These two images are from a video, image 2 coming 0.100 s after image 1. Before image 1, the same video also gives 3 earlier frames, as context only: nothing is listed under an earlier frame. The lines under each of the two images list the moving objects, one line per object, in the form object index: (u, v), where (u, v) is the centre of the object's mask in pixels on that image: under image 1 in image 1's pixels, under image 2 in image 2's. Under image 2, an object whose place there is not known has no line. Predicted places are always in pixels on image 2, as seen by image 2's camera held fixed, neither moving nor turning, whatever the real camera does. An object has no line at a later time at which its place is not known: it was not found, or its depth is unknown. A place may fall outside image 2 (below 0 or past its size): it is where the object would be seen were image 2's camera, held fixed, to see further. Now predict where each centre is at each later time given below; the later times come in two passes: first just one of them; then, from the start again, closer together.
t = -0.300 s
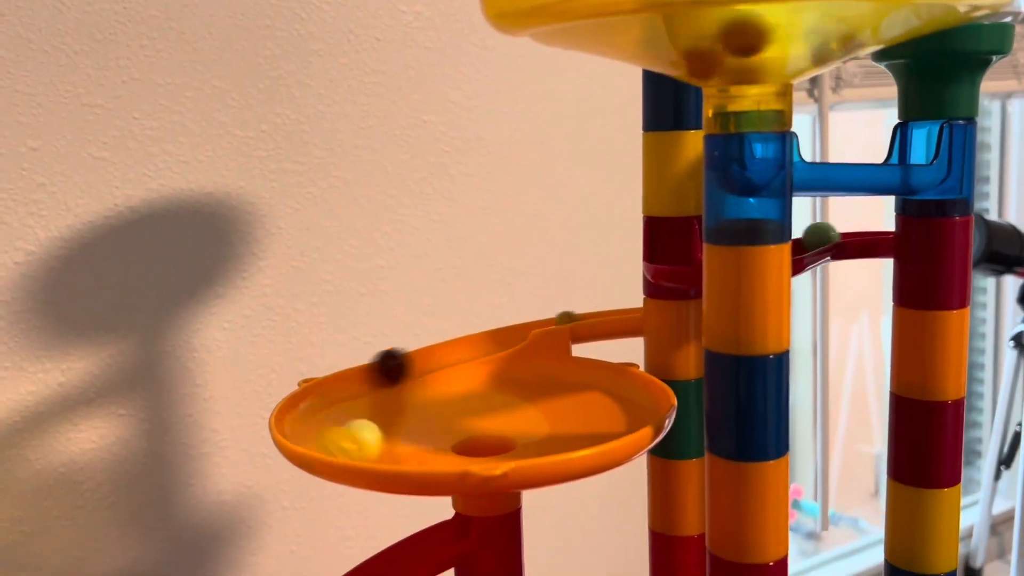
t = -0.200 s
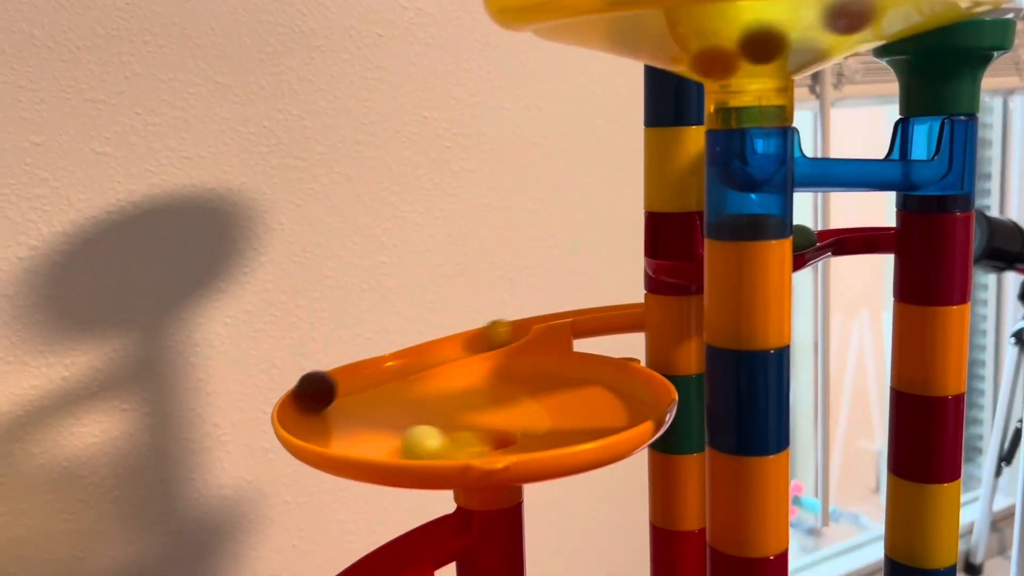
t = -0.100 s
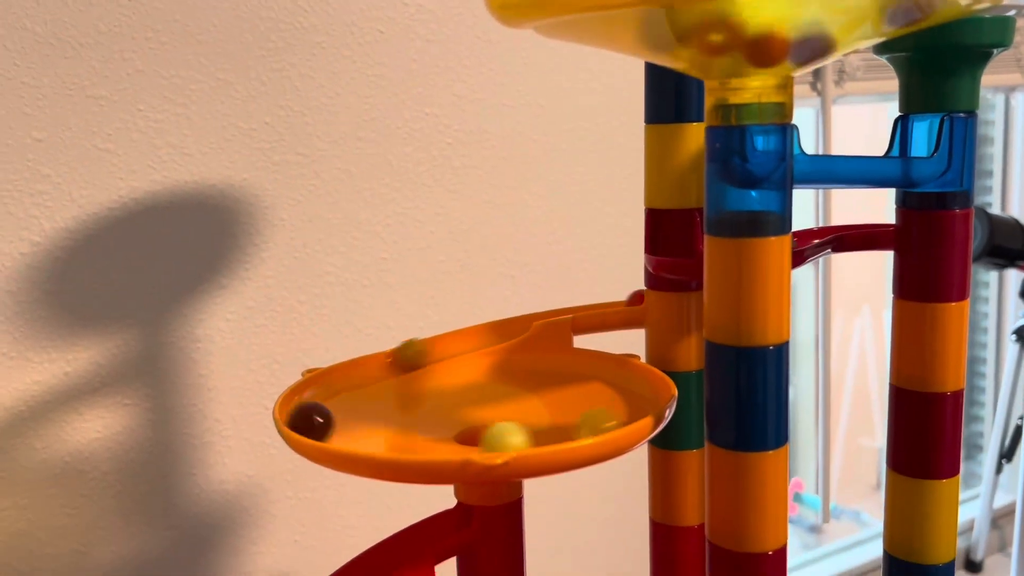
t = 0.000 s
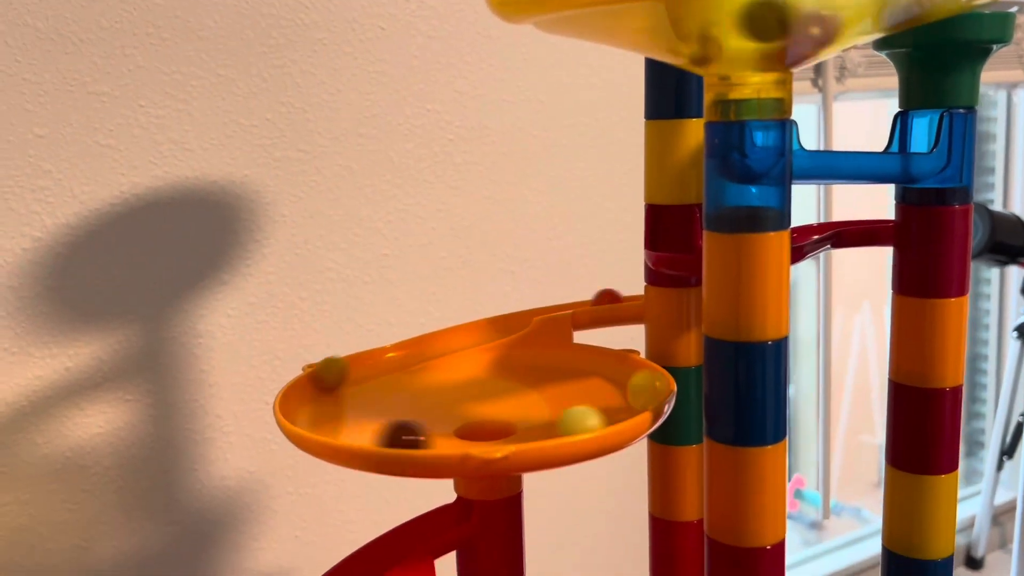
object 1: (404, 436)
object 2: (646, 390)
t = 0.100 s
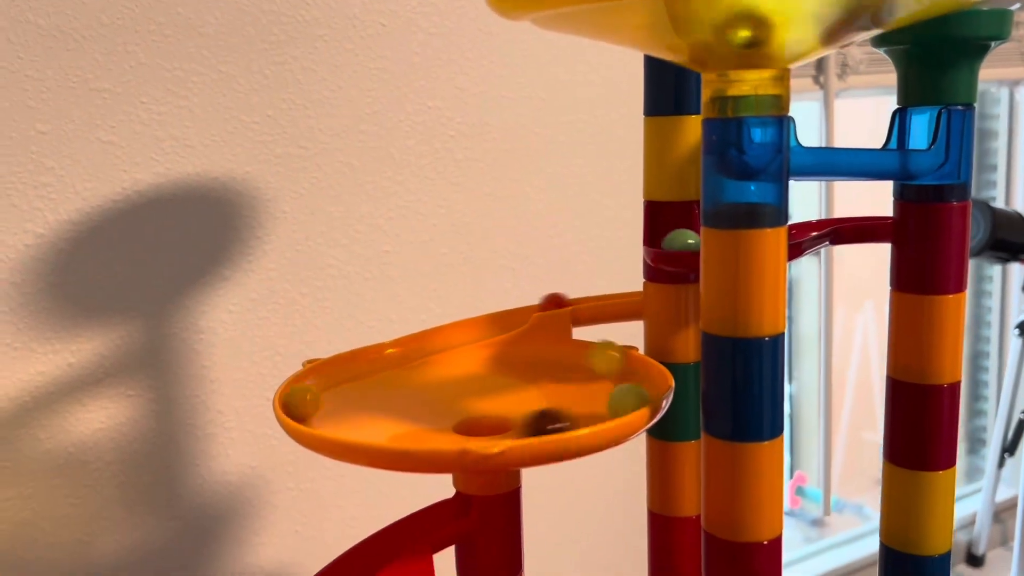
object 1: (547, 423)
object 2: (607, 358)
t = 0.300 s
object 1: (631, 370)
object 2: (429, 357)
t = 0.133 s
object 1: (587, 415)
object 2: (581, 352)
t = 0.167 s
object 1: (617, 404)
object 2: (553, 349)
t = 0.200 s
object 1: (635, 394)
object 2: (518, 346)
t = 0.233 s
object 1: (644, 386)
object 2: (484, 348)
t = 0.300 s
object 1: (631, 370)
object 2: (429, 357)
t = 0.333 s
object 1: (614, 362)
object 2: (407, 363)
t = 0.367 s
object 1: (593, 355)
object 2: (384, 369)
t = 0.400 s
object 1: (568, 351)
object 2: (365, 377)
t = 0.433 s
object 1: (542, 349)
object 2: (348, 385)
